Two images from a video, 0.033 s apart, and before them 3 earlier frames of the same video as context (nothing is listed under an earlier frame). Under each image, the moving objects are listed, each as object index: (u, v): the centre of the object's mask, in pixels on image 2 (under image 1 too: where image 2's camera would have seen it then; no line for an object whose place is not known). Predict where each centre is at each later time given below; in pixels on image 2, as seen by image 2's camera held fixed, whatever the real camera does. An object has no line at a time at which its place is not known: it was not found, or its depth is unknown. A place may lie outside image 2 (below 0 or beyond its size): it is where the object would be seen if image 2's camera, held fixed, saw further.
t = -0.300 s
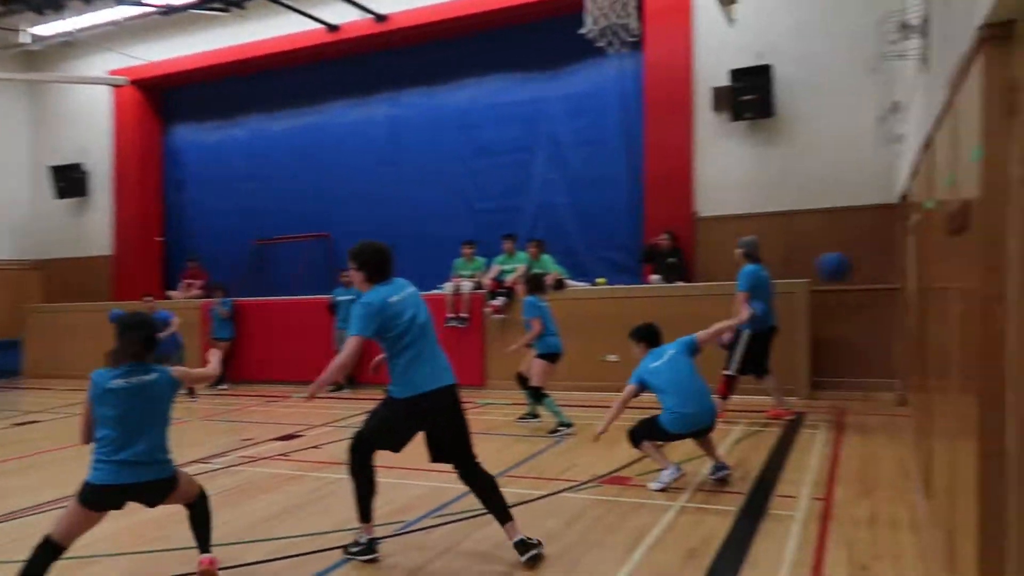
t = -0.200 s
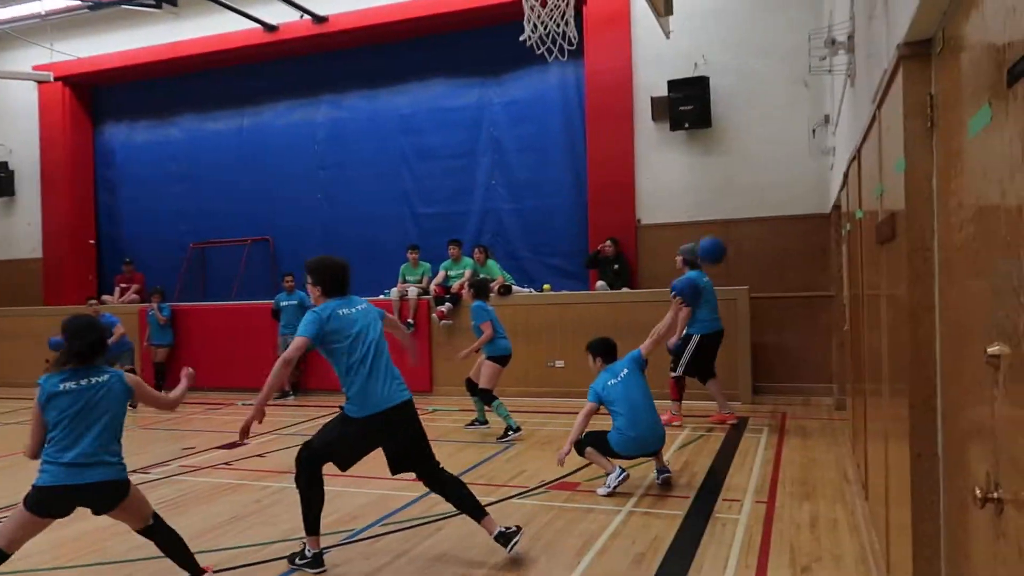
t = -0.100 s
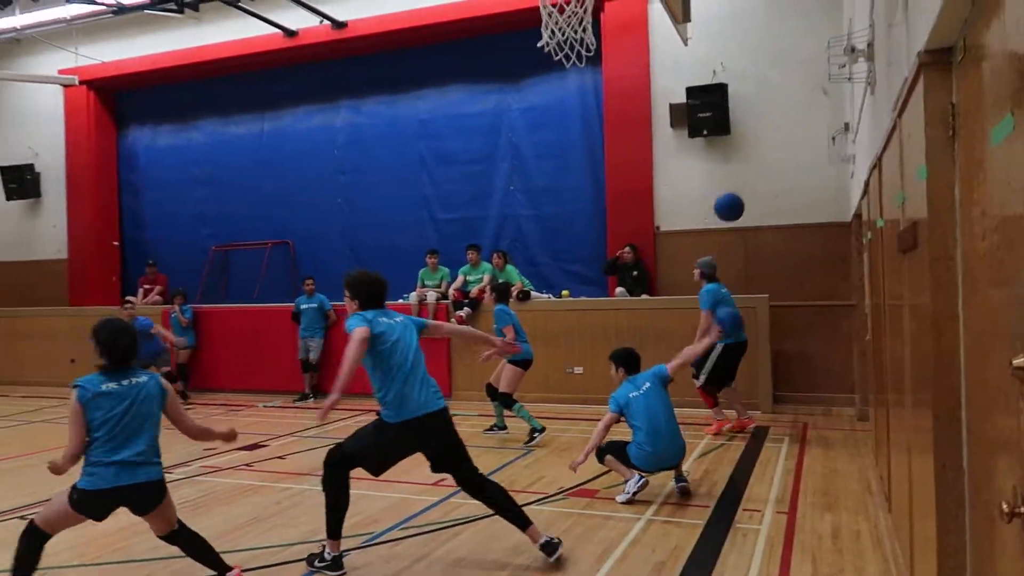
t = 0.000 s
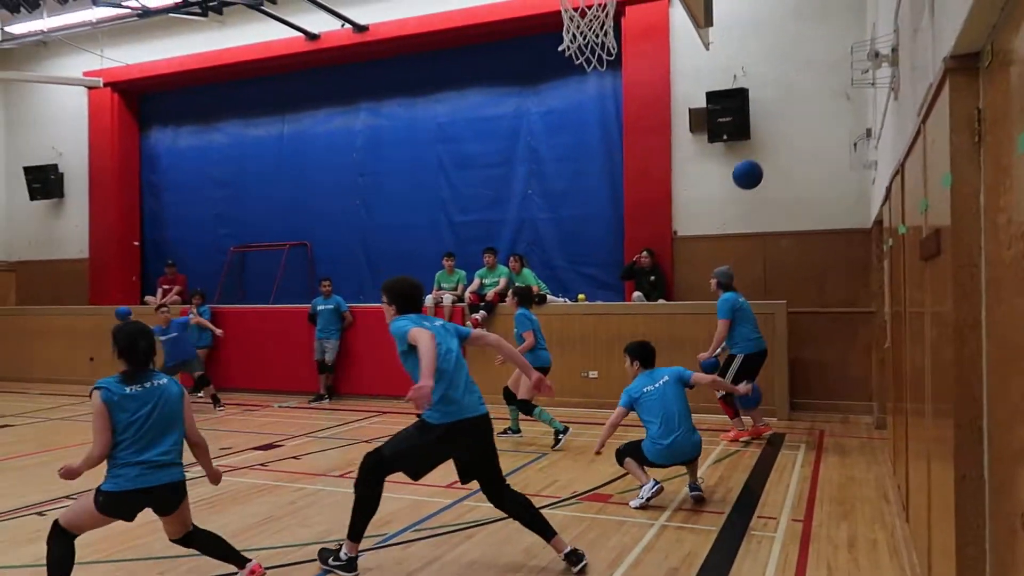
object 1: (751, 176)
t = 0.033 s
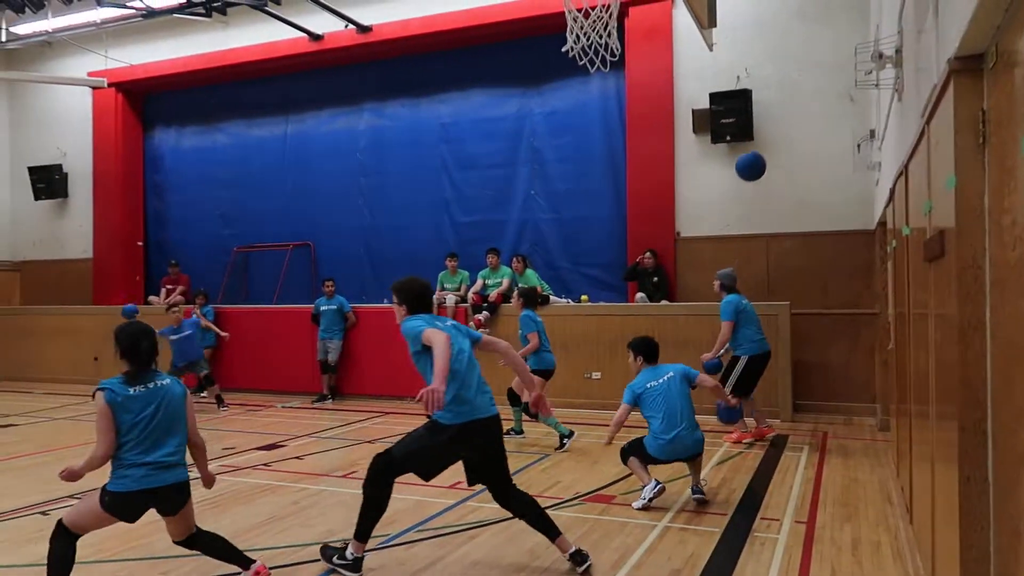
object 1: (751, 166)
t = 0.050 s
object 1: (751, 162)
